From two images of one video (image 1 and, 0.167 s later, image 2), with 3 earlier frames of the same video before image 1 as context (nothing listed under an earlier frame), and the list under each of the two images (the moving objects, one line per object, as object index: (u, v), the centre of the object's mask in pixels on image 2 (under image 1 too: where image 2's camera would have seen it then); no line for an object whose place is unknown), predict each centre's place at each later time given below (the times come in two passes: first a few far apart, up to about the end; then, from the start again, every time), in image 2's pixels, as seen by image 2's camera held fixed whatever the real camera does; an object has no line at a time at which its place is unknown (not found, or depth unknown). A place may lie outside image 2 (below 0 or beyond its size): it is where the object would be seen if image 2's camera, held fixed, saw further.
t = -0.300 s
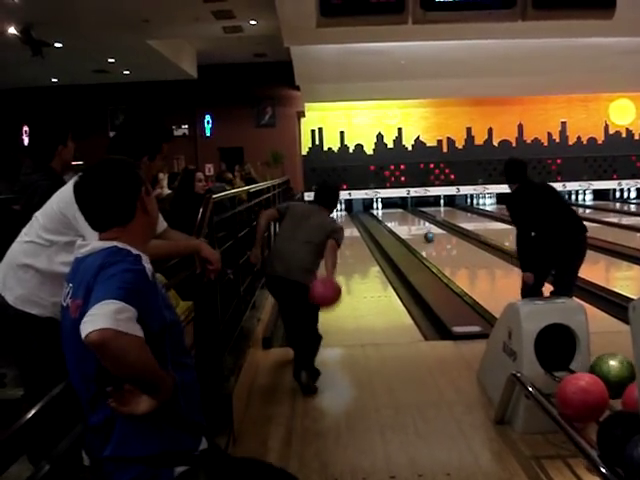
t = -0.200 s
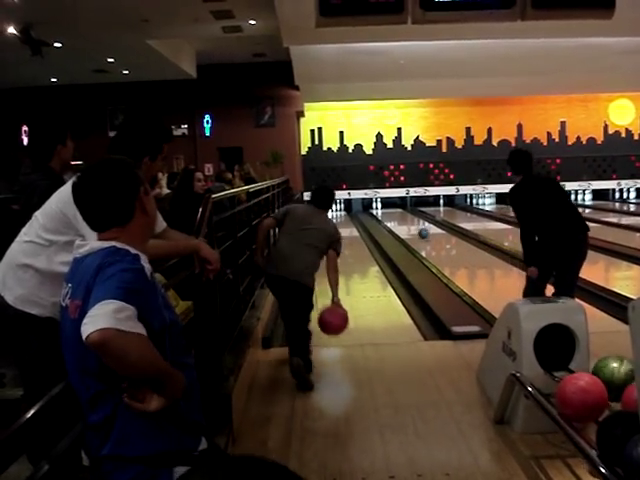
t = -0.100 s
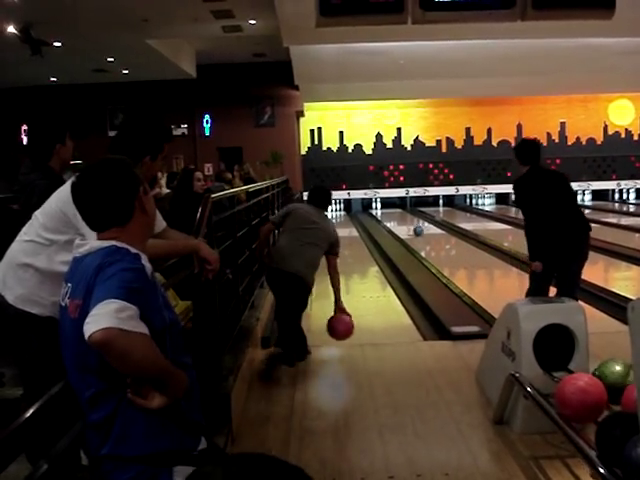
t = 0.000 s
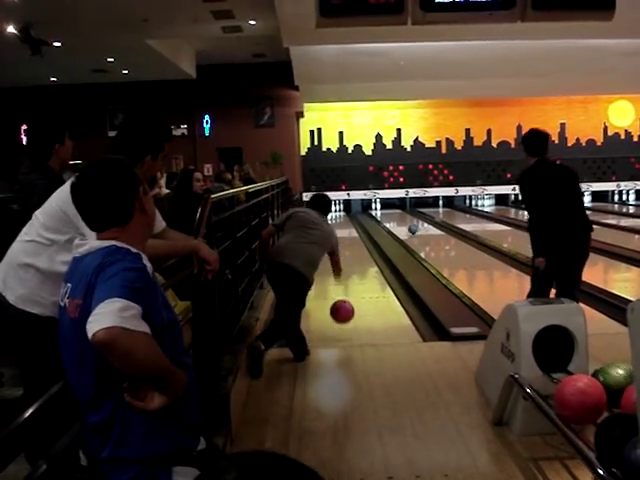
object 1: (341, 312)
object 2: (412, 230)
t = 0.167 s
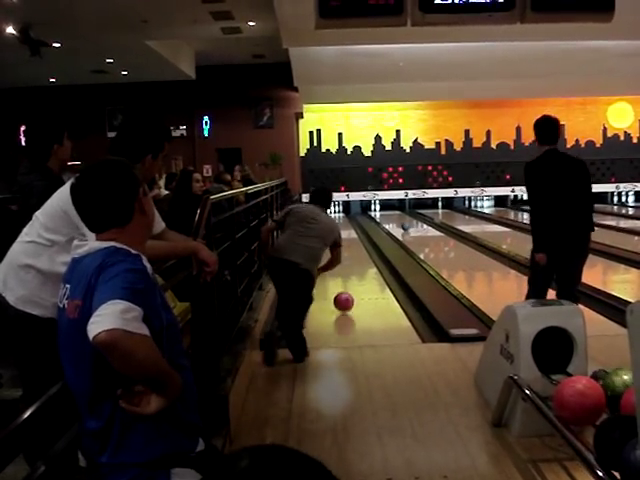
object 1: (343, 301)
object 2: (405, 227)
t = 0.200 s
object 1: (344, 298)
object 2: (404, 226)
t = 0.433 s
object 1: (345, 277)
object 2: (395, 222)
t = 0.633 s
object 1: (346, 263)
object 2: (390, 218)
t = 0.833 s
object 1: (348, 254)
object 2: (385, 215)
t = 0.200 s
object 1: (344, 298)
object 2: (404, 226)
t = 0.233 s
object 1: (344, 295)
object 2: (403, 225)
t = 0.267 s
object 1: (344, 291)
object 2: (401, 225)
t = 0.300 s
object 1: (344, 288)
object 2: (400, 224)
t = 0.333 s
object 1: (344, 285)
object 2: (400, 223)
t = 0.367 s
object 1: (345, 282)
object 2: (398, 223)
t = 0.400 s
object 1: (344, 279)
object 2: (396, 222)
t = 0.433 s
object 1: (345, 277)
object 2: (395, 222)
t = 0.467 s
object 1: (345, 274)
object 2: (394, 221)
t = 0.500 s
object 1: (345, 272)
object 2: (394, 221)
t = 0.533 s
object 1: (345, 270)
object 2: (393, 220)
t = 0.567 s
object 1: (345, 268)
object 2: (392, 219)
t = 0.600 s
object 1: (345, 265)
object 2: (391, 219)
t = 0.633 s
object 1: (346, 263)
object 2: (390, 218)
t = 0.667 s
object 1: (346, 262)
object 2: (389, 218)
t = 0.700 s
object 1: (347, 260)
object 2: (387, 217)
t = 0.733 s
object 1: (348, 259)
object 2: (387, 217)
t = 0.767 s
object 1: (348, 258)
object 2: (386, 217)
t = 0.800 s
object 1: (348, 254)
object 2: (386, 216)
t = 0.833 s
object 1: (348, 254)
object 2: (385, 215)
